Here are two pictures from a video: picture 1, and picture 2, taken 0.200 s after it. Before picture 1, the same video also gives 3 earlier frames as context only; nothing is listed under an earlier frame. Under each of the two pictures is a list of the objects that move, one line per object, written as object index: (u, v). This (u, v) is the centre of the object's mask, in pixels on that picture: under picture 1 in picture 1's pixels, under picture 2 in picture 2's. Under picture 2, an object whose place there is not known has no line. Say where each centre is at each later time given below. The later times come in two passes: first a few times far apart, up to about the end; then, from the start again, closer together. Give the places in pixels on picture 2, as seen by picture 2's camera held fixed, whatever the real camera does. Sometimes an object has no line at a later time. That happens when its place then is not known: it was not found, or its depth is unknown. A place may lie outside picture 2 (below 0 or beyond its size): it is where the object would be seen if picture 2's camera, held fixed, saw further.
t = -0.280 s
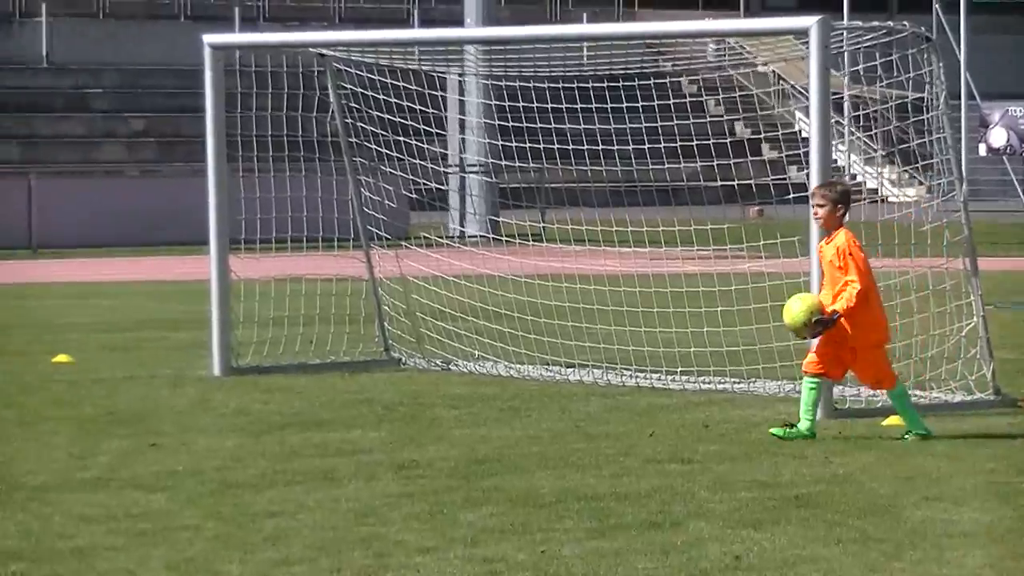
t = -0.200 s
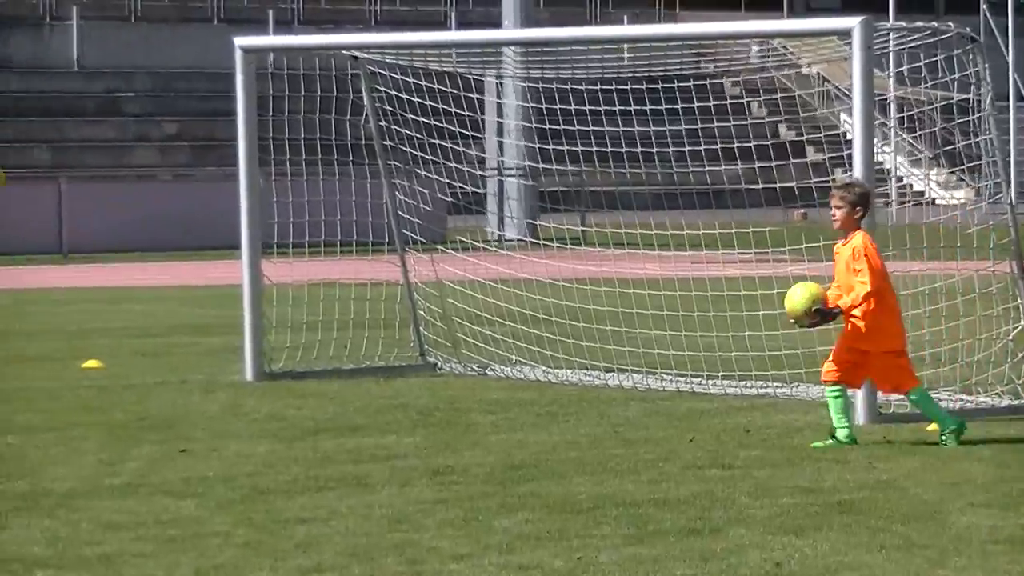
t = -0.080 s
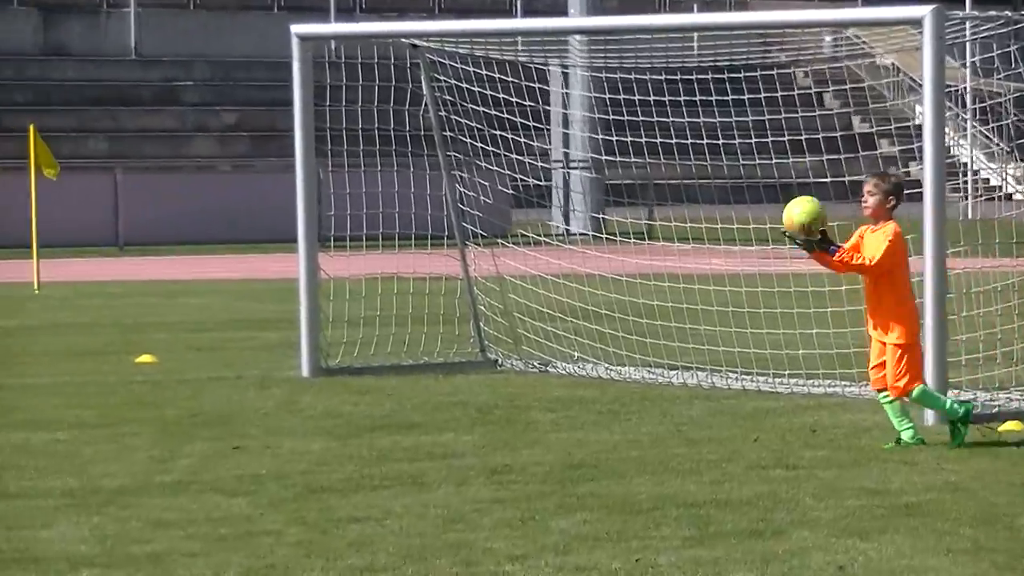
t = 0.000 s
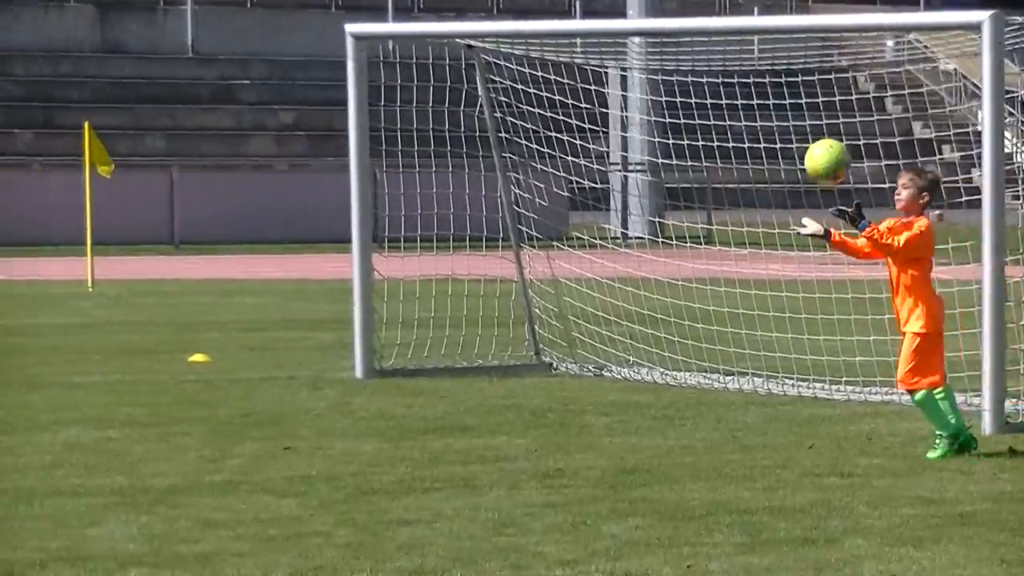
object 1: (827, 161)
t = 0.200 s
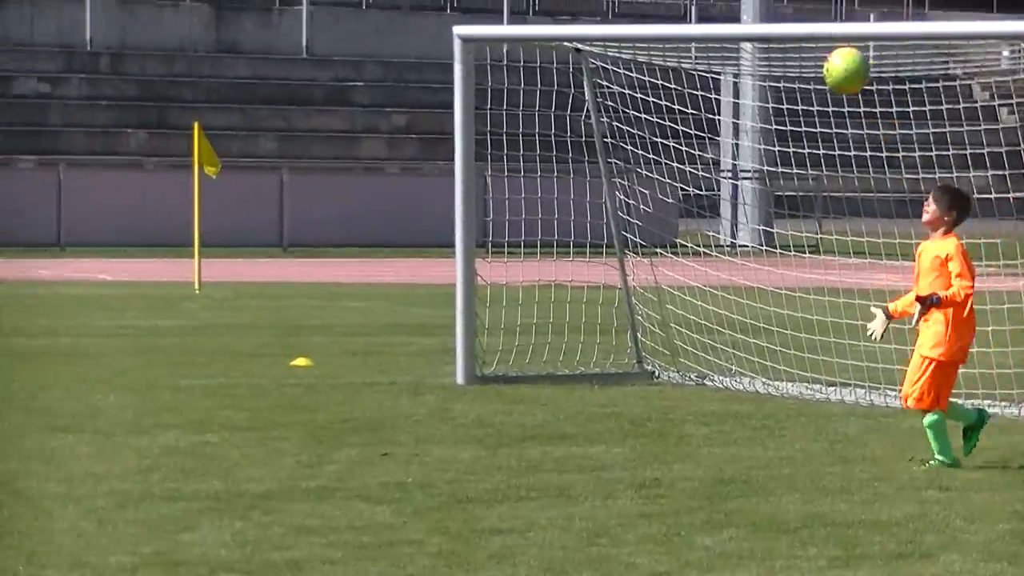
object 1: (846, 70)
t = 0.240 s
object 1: (827, 59)
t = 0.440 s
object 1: (744, 68)
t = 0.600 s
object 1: (675, 144)
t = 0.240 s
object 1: (827, 59)
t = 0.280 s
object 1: (811, 57)
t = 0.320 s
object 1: (794, 57)
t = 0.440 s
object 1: (744, 68)
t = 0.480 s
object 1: (727, 81)
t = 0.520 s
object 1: (709, 98)
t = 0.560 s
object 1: (692, 119)
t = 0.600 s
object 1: (675, 144)
